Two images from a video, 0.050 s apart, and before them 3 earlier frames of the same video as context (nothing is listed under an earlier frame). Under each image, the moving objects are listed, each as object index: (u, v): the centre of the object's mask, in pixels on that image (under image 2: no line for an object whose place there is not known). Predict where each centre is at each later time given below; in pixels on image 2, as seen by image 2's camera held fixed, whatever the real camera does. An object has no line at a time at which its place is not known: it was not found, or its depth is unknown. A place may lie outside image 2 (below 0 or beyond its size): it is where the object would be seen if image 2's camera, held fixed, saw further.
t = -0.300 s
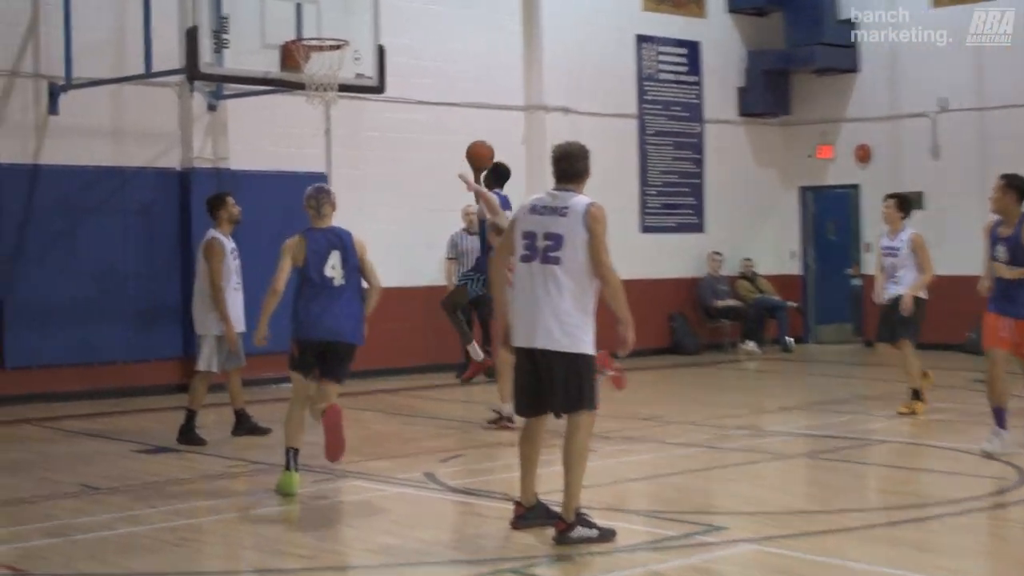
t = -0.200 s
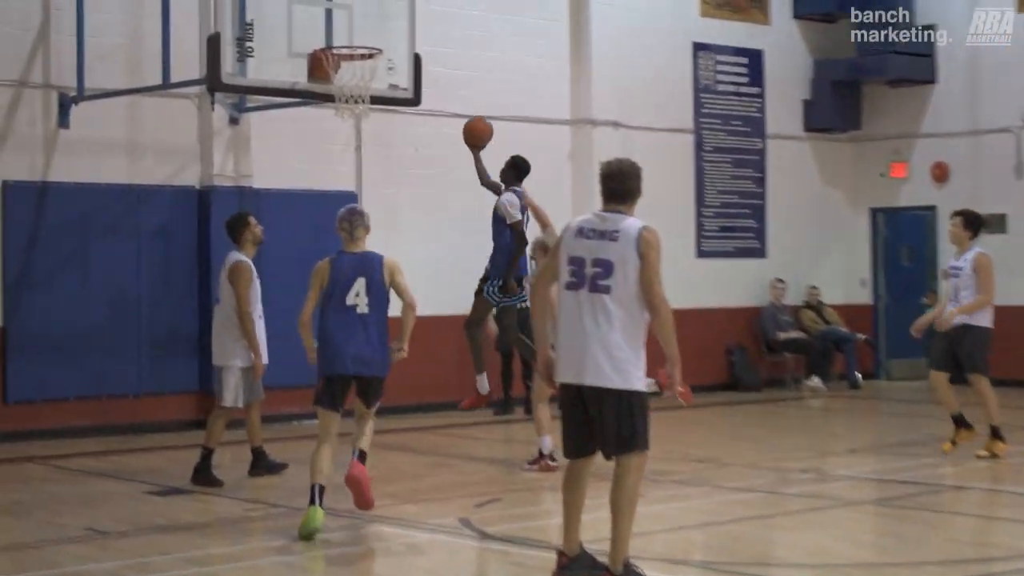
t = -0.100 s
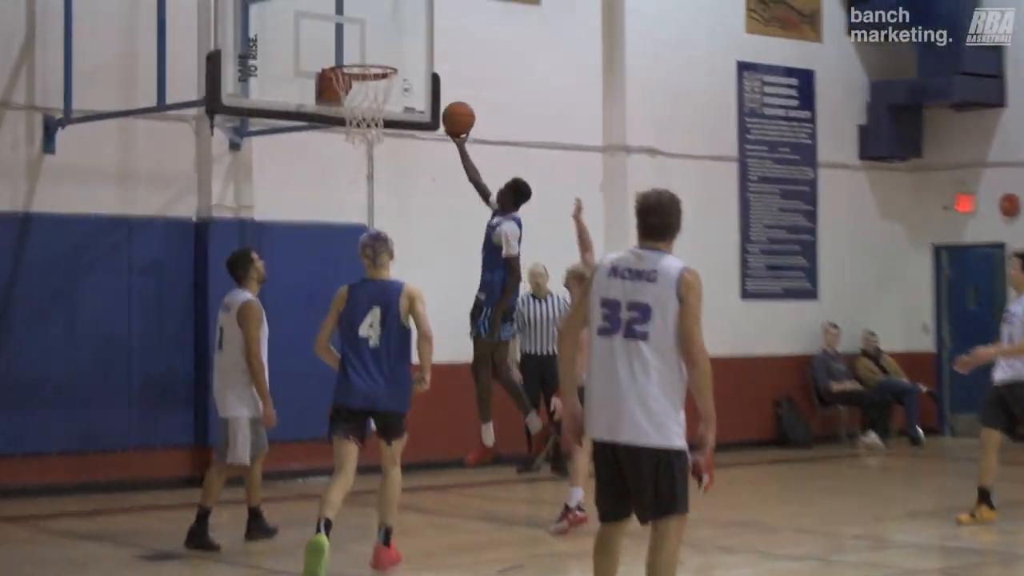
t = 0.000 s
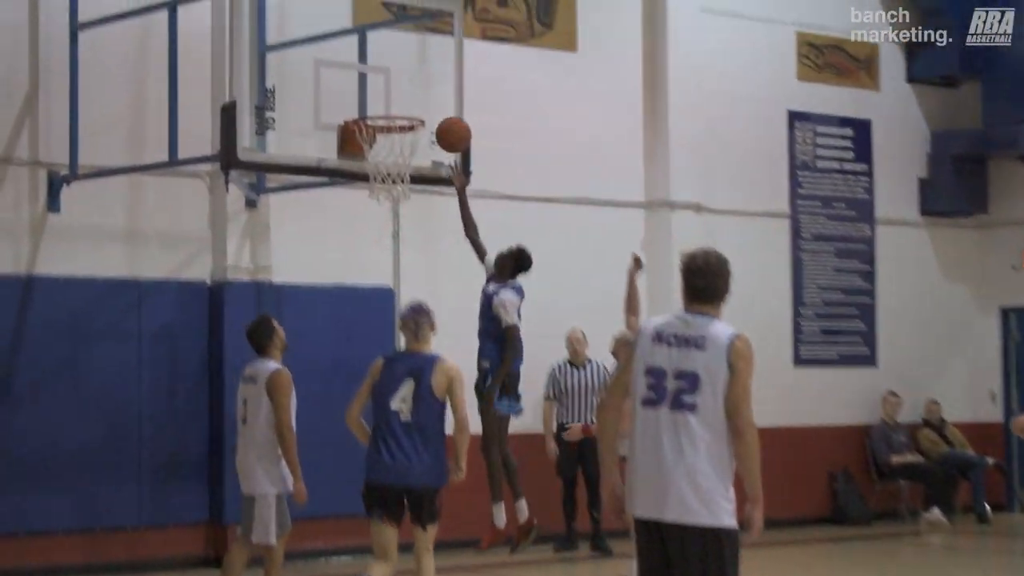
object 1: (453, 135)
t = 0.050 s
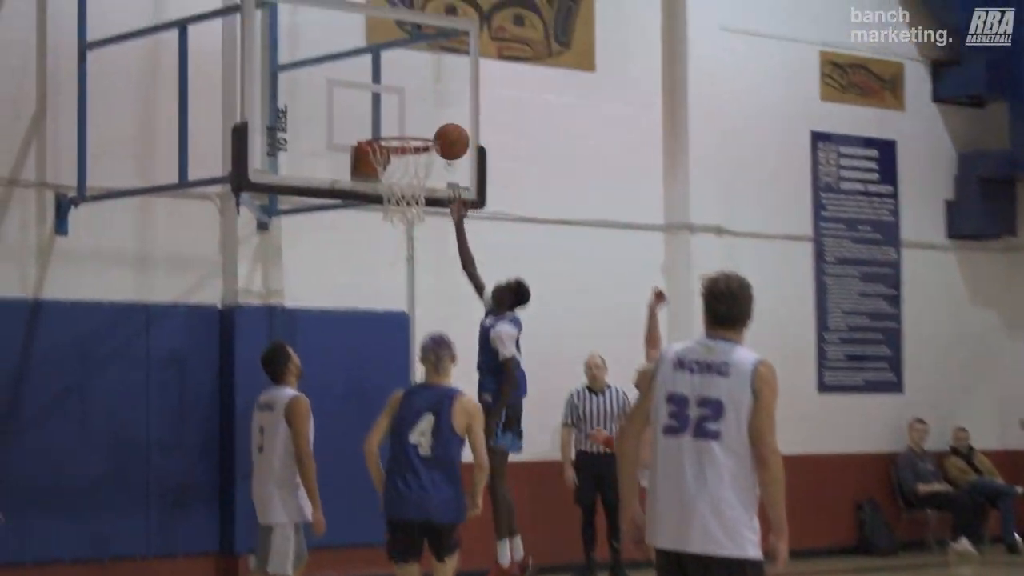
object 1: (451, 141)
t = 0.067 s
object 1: (445, 137)
